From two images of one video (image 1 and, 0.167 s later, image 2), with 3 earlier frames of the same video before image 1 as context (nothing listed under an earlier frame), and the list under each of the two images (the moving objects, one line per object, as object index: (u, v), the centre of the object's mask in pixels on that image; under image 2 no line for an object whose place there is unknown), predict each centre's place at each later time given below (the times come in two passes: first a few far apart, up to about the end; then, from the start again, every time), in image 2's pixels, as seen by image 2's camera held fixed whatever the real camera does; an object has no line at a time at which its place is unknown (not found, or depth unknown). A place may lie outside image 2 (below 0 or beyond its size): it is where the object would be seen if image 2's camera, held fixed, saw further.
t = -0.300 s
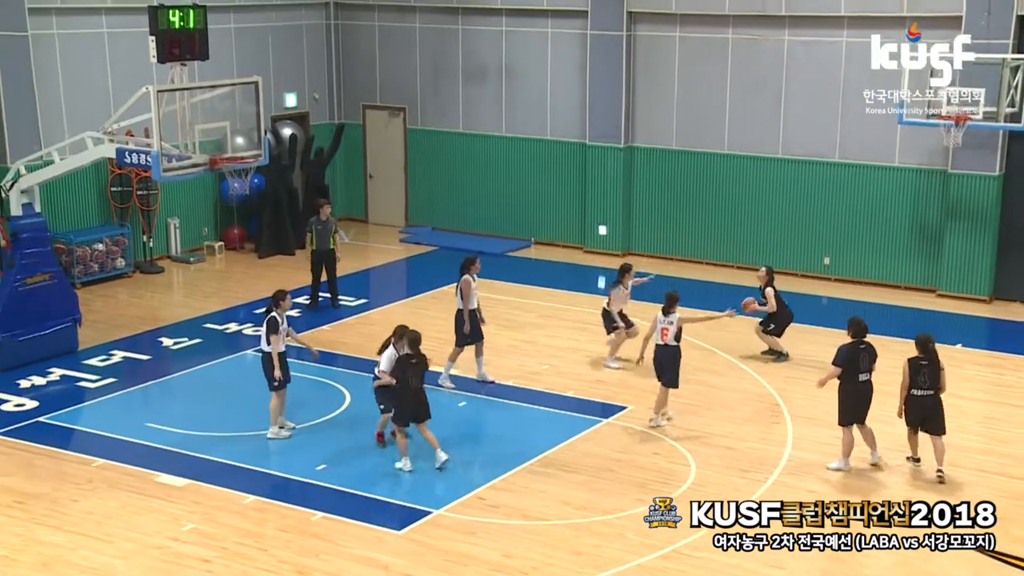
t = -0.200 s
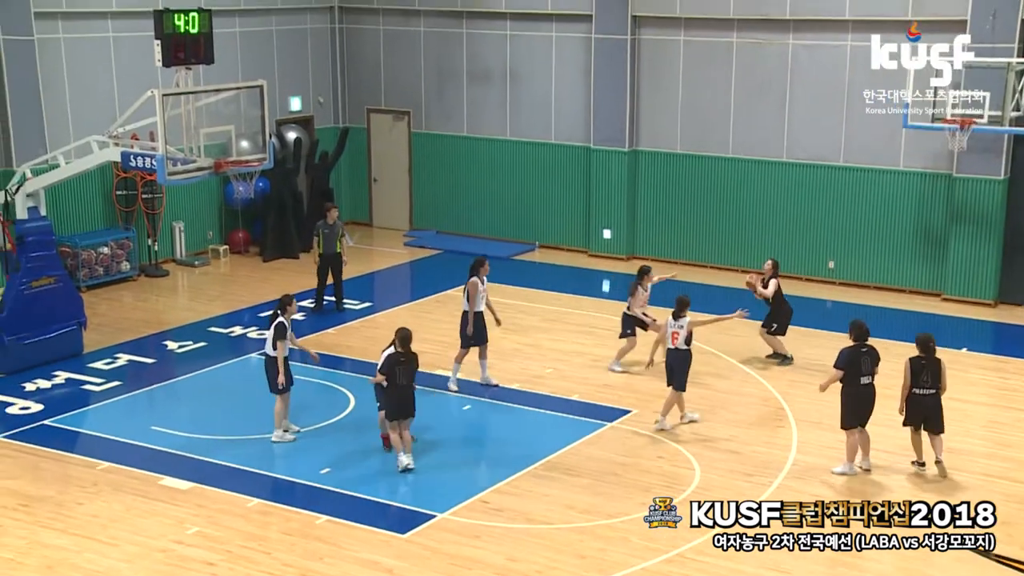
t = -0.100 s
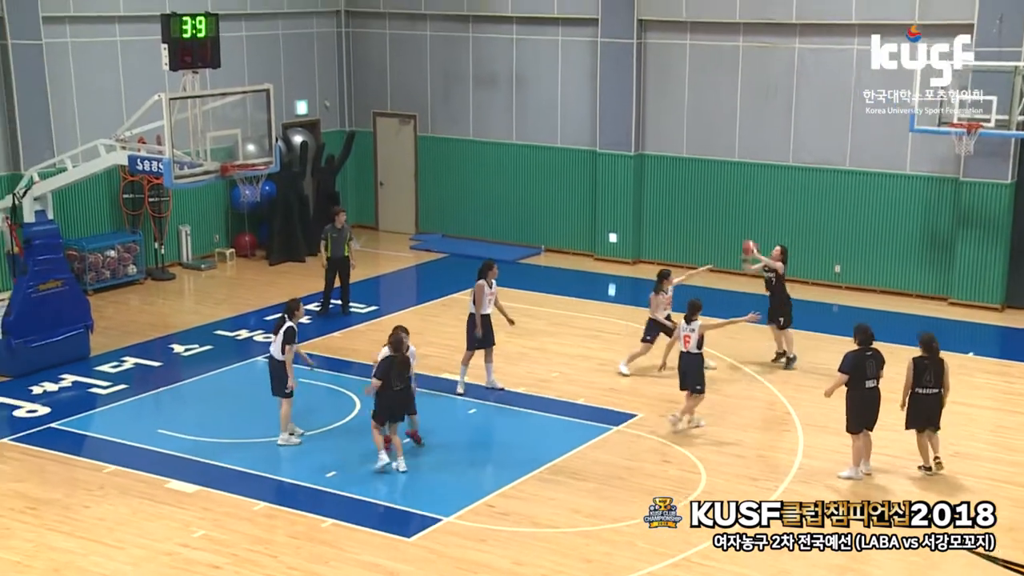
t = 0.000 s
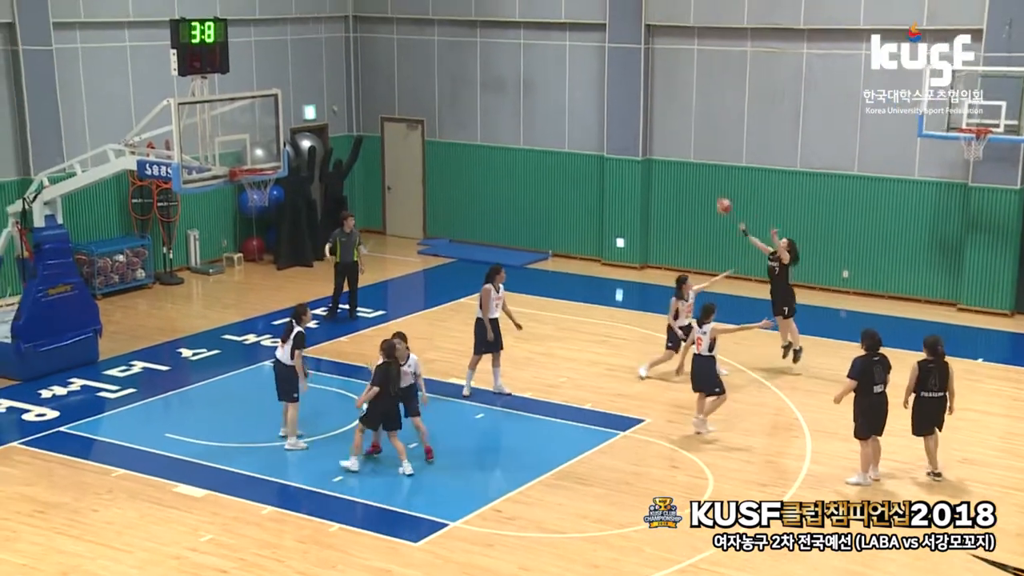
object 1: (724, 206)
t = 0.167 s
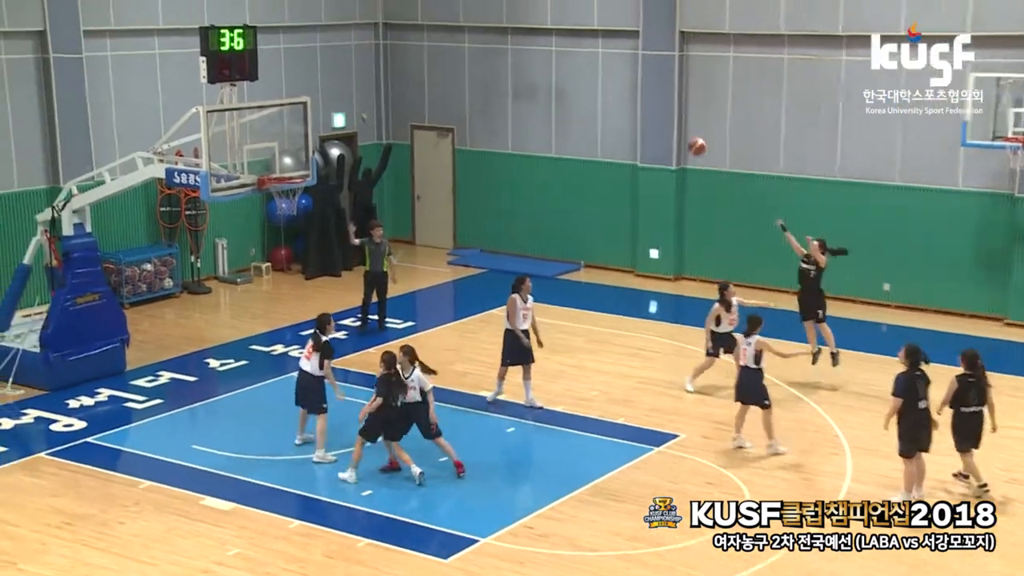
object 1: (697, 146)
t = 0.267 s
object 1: (659, 113)
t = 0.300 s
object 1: (646, 103)
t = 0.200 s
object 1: (684, 135)
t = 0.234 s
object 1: (672, 124)
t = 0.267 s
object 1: (659, 113)
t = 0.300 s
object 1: (646, 103)
